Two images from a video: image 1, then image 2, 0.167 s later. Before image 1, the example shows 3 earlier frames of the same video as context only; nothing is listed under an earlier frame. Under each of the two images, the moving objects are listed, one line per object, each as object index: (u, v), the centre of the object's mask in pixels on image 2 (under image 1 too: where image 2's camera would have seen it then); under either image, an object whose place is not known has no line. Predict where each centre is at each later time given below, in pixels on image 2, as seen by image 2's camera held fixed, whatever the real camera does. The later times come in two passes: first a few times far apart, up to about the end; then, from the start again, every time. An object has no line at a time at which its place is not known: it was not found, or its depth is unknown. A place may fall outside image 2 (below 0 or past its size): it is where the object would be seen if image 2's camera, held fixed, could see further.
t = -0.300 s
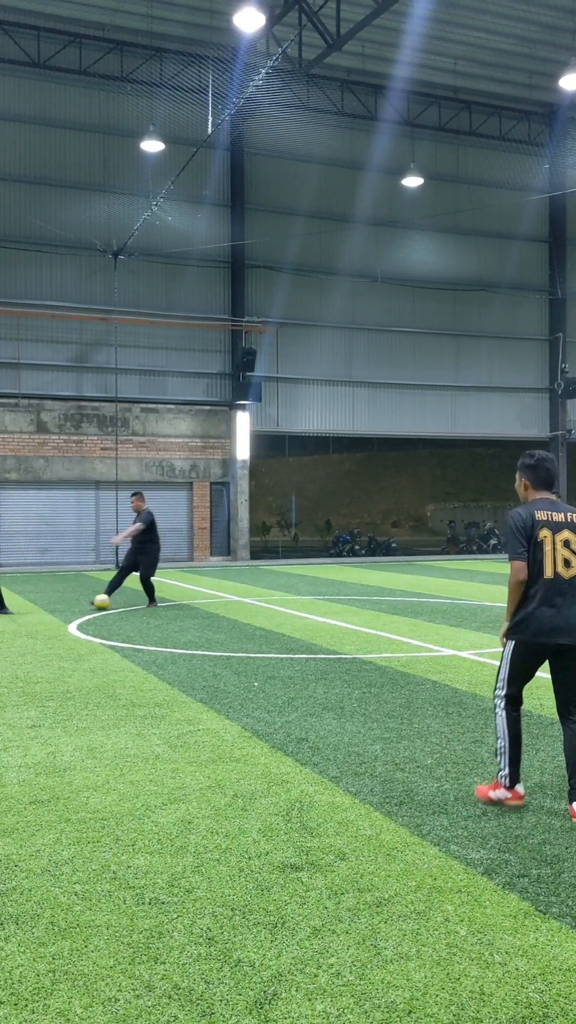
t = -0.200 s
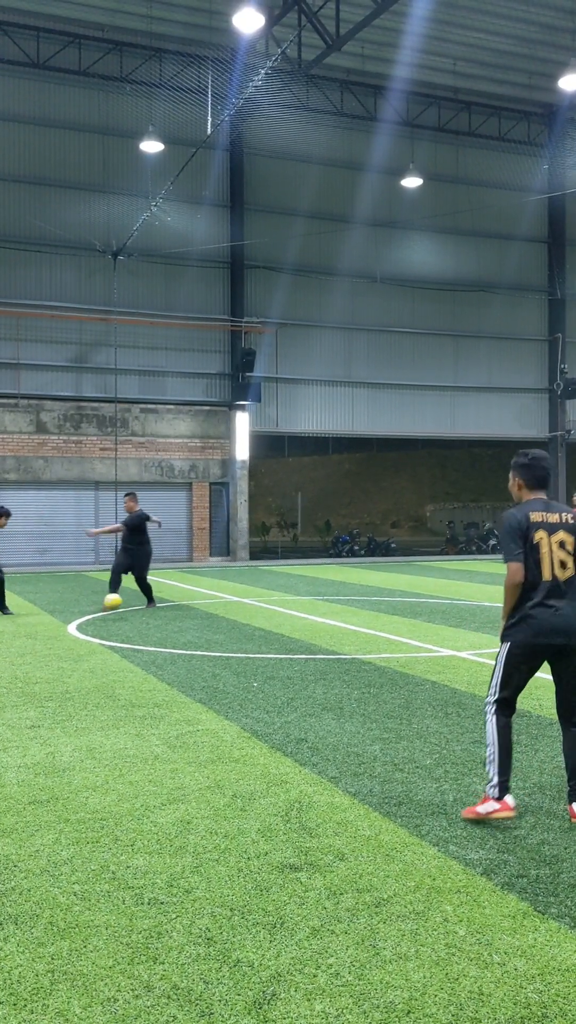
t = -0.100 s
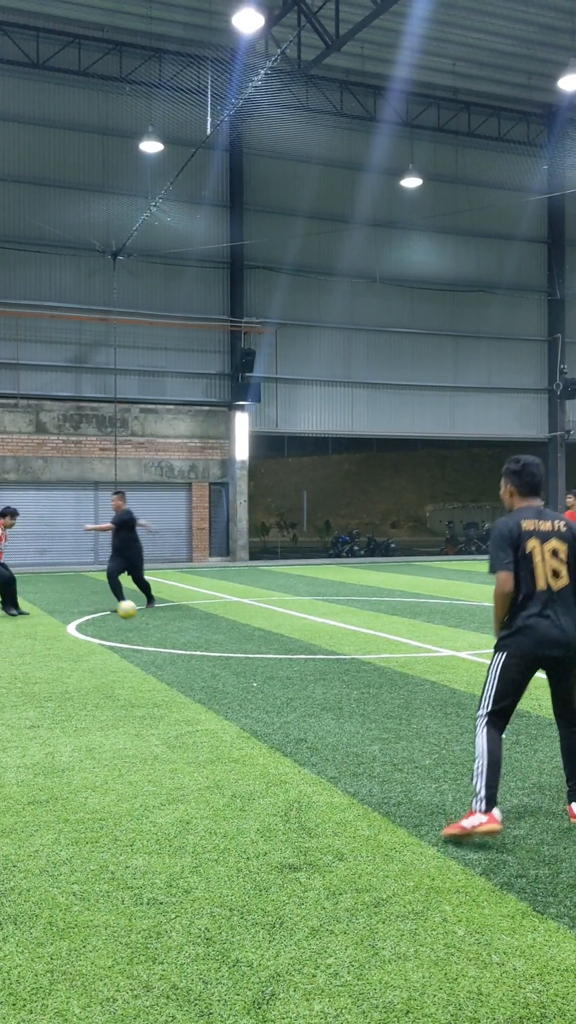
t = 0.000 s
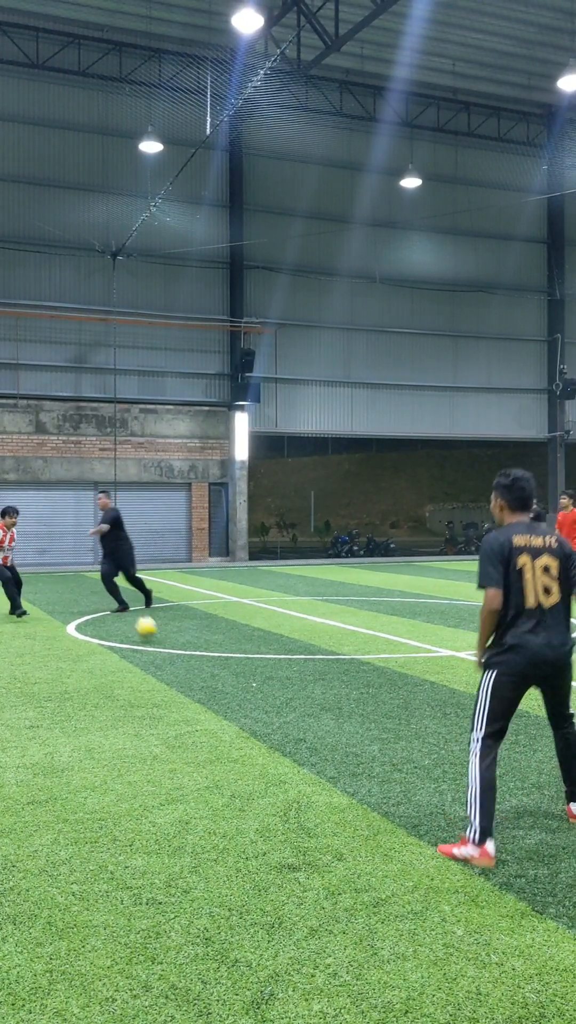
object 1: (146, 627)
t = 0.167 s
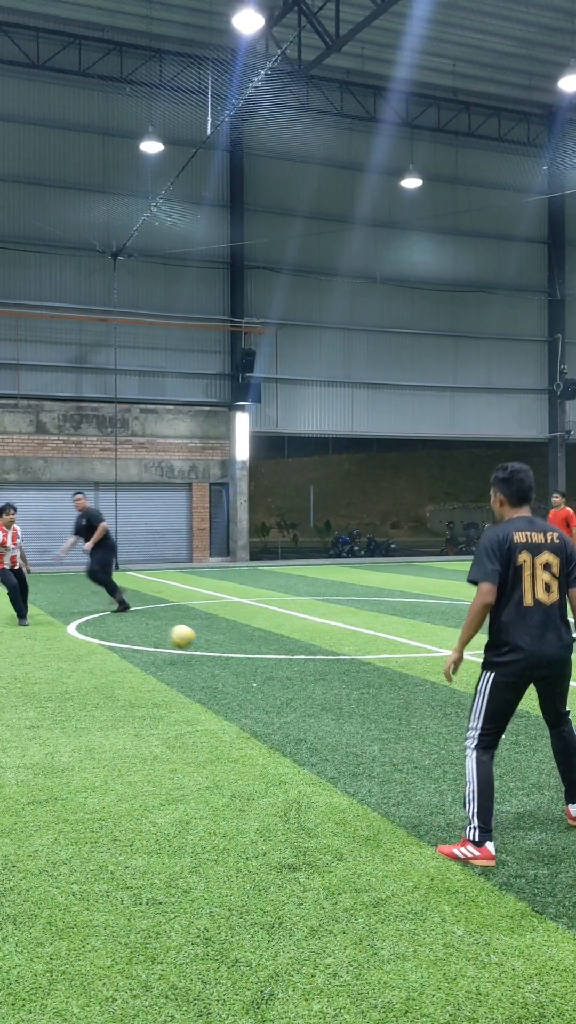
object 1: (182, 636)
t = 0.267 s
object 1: (206, 649)
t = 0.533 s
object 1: (282, 690)
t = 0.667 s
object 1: (328, 731)
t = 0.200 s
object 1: (190, 639)
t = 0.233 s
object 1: (197, 643)
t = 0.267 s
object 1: (206, 649)
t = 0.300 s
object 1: (216, 657)
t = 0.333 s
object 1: (227, 667)
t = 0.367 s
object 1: (237, 678)
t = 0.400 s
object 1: (246, 681)
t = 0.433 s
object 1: (254, 681)
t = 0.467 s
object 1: (264, 682)
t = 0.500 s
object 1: (272, 685)
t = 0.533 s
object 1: (282, 690)
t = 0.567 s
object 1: (293, 697)
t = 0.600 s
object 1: (303, 705)
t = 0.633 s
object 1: (316, 719)
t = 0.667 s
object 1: (328, 731)
